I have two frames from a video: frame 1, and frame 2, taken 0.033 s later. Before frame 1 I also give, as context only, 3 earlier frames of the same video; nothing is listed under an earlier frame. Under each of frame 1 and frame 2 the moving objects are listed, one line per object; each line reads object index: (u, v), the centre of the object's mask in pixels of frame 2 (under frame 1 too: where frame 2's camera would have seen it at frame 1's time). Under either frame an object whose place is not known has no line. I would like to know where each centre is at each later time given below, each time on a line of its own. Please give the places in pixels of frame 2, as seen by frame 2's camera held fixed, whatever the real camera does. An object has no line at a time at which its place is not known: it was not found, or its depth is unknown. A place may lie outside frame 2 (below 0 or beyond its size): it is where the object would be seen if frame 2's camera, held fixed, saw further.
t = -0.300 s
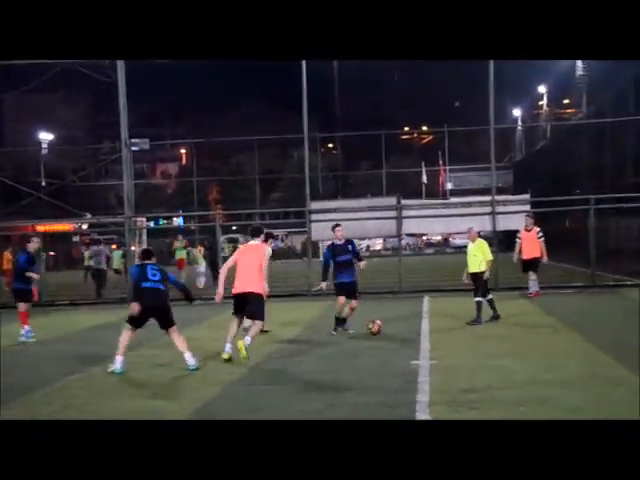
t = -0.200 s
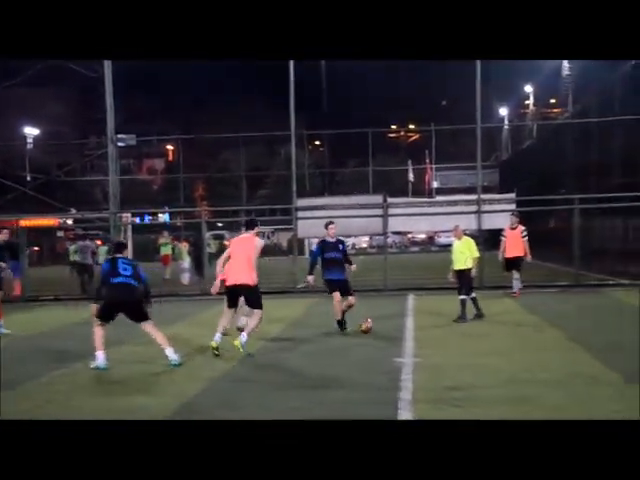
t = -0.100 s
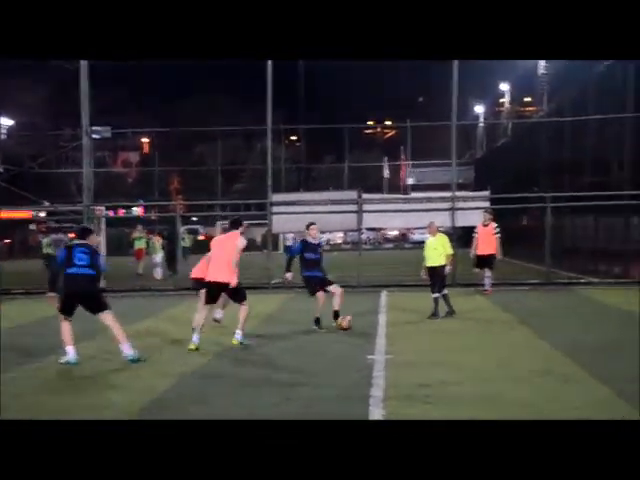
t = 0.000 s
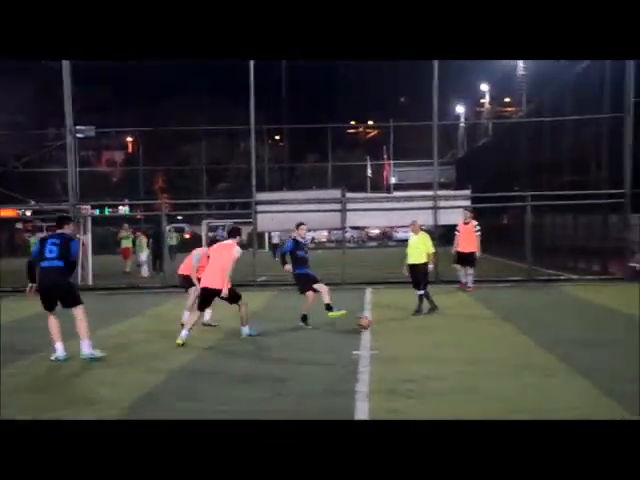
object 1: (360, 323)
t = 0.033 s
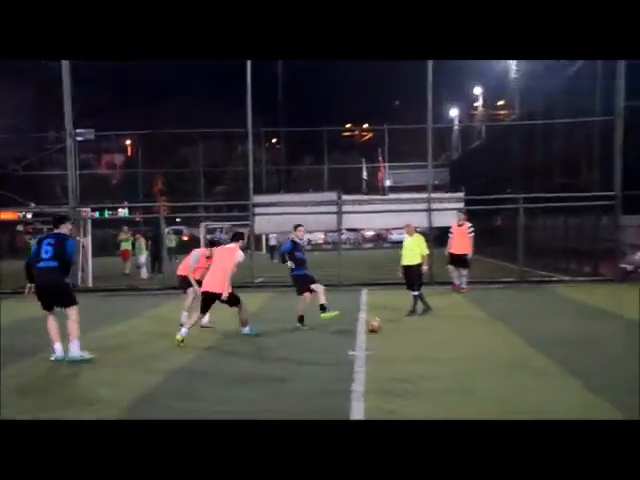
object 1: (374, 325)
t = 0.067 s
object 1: (388, 327)
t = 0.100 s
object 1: (402, 329)
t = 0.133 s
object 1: (415, 331)
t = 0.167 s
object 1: (429, 334)
